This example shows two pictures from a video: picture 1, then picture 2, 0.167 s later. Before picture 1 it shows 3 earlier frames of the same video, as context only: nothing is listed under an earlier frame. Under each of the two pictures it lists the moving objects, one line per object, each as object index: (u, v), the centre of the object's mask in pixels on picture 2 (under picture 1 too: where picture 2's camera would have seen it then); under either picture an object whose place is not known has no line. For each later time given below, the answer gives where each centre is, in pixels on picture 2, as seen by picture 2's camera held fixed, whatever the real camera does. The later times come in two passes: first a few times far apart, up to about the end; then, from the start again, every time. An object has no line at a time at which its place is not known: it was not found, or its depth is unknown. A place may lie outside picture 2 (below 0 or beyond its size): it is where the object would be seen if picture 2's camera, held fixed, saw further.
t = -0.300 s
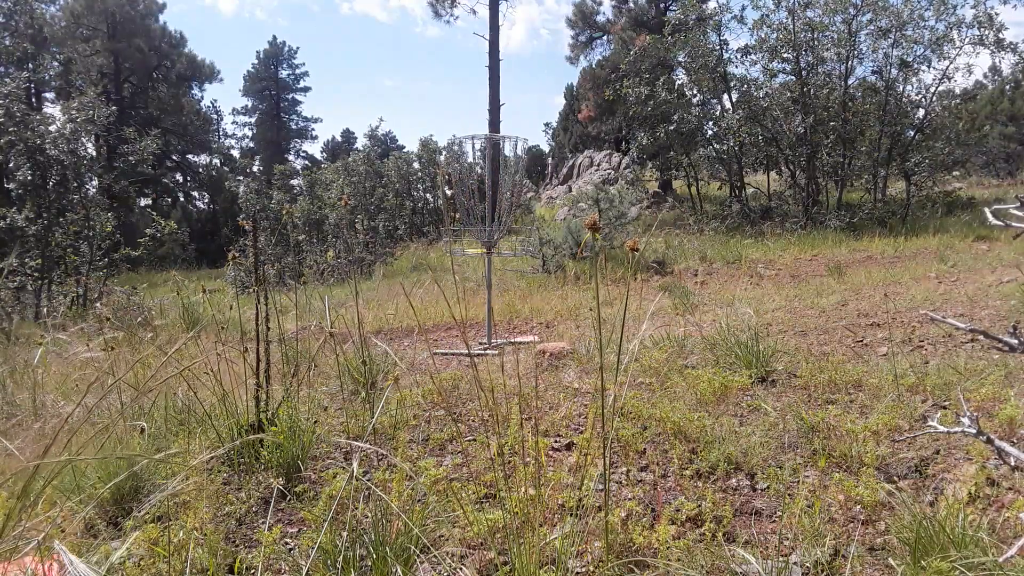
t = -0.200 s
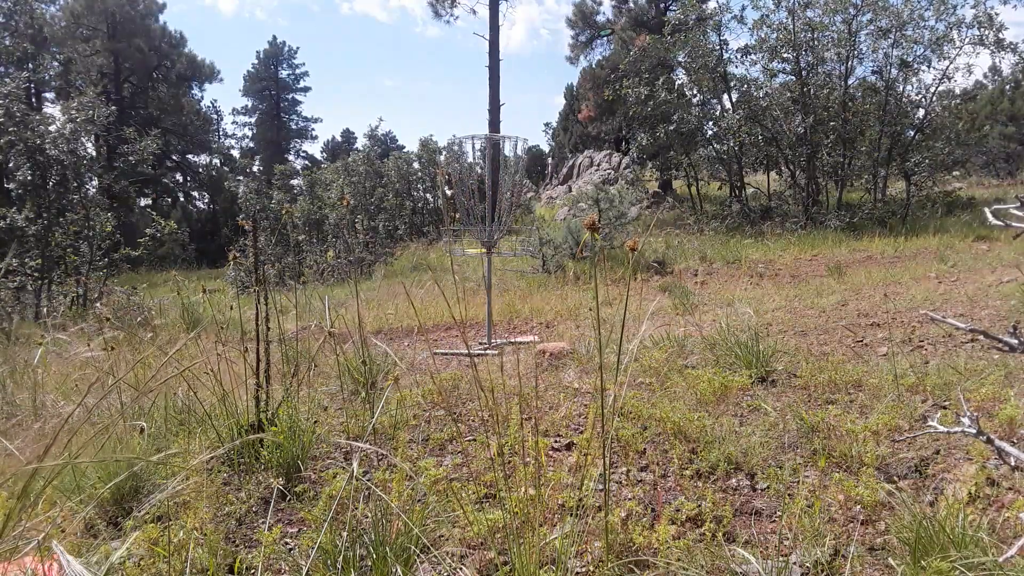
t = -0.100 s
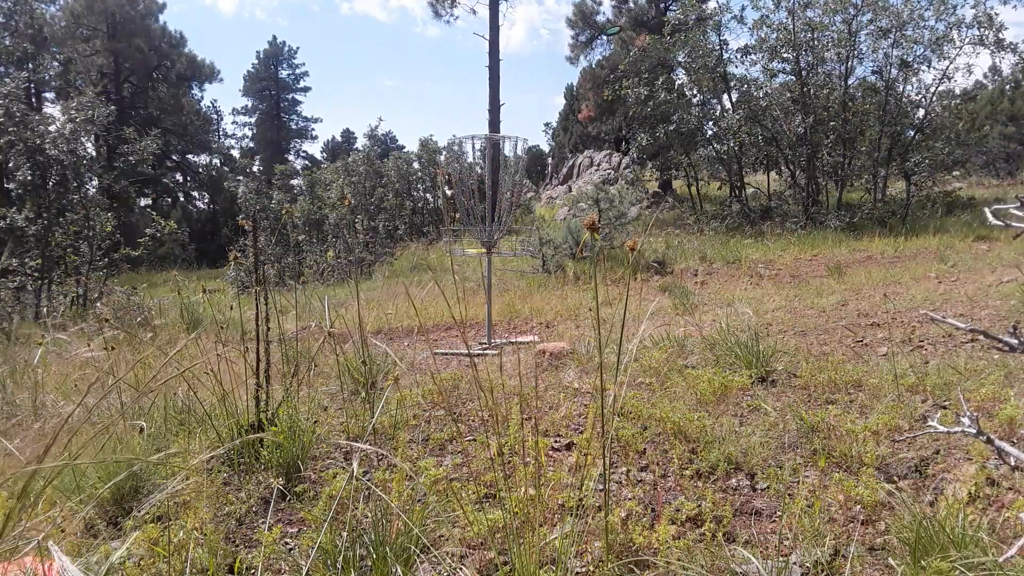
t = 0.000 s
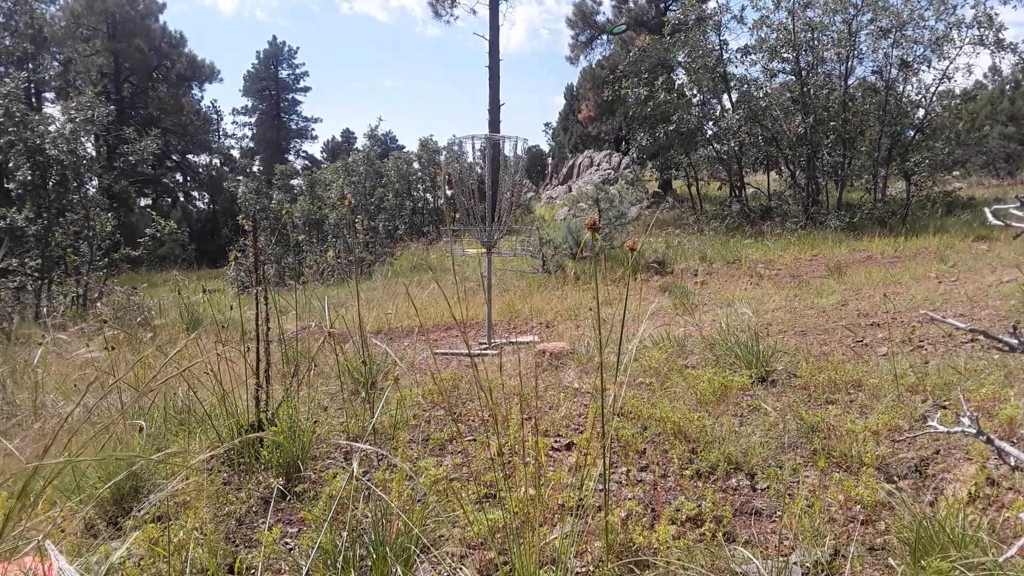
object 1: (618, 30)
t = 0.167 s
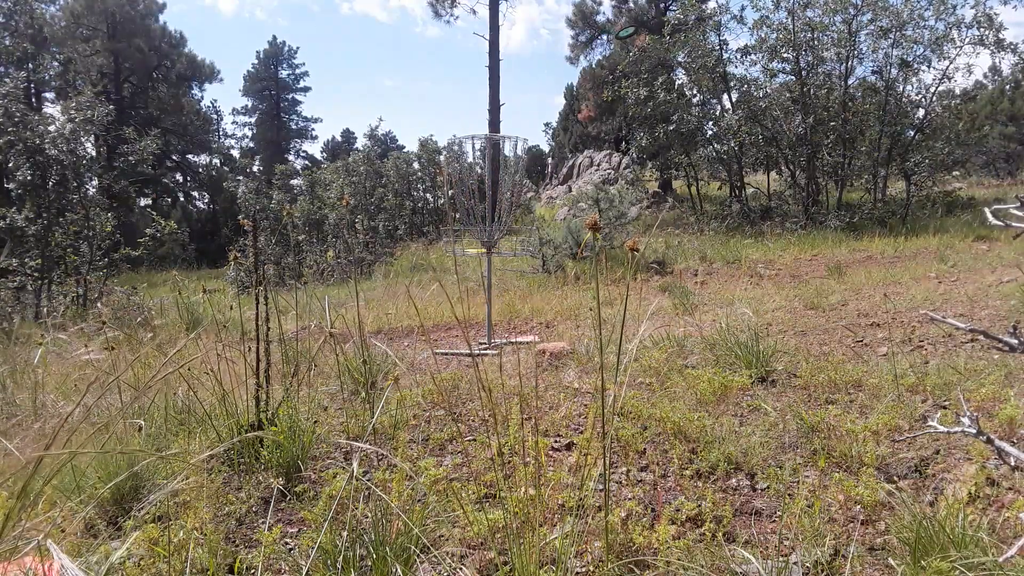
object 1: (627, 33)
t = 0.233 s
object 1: (628, 38)
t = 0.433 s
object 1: (620, 70)
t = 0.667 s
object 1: (574, 164)
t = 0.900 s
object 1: (440, 358)
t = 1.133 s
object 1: (288, 416)
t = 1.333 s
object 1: (188, 444)
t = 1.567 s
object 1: (104, 501)
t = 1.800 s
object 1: (105, 498)
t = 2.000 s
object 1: (107, 498)
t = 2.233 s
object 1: (107, 499)
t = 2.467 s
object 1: (107, 498)
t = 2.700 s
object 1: (107, 499)
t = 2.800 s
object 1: (107, 498)
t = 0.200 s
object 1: (627, 35)
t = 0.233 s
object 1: (628, 38)
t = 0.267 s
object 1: (628, 41)
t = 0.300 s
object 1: (627, 45)
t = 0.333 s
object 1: (627, 50)
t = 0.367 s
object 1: (625, 56)
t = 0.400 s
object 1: (623, 63)
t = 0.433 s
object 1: (620, 70)
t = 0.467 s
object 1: (616, 80)
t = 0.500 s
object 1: (612, 90)
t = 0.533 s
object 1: (607, 102)
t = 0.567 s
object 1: (601, 114)
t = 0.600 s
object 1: (594, 127)
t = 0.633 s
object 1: (583, 146)
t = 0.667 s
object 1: (574, 164)
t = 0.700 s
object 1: (562, 185)
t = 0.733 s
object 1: (548, 206)
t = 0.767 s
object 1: (531, 231)
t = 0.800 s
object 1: (513, 258)
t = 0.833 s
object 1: (491, 288)
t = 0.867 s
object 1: (467, 322)
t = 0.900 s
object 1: (440, 358)
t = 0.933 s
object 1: (410, 399)
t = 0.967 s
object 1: (385, 439)
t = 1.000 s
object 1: (356, 450)
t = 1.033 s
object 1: (341, 438)
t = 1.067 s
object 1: (327, 429)
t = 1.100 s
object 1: (308, 419)
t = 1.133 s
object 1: (288, 416)
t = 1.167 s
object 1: (268, 415)
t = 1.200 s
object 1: (250, 419)
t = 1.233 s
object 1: (236, 424)
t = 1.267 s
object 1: (220, 428)
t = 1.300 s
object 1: (205, 435)
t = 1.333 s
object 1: (188, 444)
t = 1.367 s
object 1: (171, 454)
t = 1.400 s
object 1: (154, 467)
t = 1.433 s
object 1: (136, 485)
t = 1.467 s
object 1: (120, 497)
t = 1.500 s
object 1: (112, 501)
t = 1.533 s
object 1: (106, 502)
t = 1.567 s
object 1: (104, 501)
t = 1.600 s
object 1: (103, 500)
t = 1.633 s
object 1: (103, 498)
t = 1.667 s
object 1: (103, 497)
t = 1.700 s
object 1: (104, 497)
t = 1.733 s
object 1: (104, 498)
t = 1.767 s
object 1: (104, 497)
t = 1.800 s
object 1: (105, 498)
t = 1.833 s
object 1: (106, 497)
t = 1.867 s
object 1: (107, 497)
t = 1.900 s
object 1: (107, 498)
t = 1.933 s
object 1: (107, 498)
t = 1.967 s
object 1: (107, 498)
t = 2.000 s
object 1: (107, 498)
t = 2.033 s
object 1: (107, 498)
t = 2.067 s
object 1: (107, 498)
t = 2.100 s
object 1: (107, 498)
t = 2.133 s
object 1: (107, 498)
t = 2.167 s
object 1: (107, 498)
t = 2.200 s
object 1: (107, 498)
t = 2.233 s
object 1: (107, 499)
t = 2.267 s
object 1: (107, 499)
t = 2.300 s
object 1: (107, 499)
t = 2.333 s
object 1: (107, 498)
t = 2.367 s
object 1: (107, 498)
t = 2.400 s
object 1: (107, 498)
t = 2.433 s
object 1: (107, 498)
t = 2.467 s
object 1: (107, 498)
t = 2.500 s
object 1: (107, 498)
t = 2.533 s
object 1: (107, 498)
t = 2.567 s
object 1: (107, 498)
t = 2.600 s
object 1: (107, 498)
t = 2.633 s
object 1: (107, 499)
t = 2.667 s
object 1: (107, 499)
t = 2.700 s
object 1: (107, 499)
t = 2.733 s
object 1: (107, 498)
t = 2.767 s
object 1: (107, 498)
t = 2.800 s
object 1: (107, 498)
